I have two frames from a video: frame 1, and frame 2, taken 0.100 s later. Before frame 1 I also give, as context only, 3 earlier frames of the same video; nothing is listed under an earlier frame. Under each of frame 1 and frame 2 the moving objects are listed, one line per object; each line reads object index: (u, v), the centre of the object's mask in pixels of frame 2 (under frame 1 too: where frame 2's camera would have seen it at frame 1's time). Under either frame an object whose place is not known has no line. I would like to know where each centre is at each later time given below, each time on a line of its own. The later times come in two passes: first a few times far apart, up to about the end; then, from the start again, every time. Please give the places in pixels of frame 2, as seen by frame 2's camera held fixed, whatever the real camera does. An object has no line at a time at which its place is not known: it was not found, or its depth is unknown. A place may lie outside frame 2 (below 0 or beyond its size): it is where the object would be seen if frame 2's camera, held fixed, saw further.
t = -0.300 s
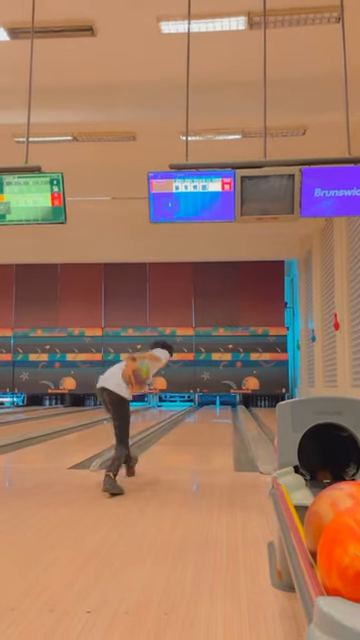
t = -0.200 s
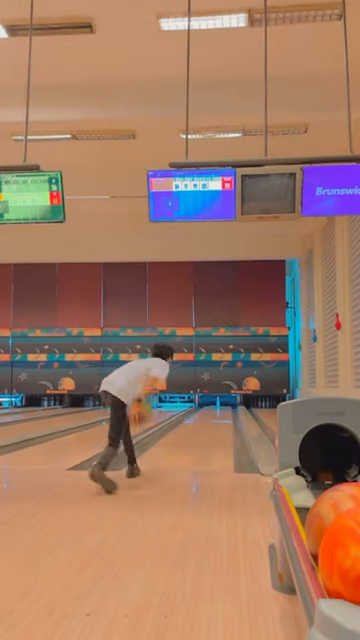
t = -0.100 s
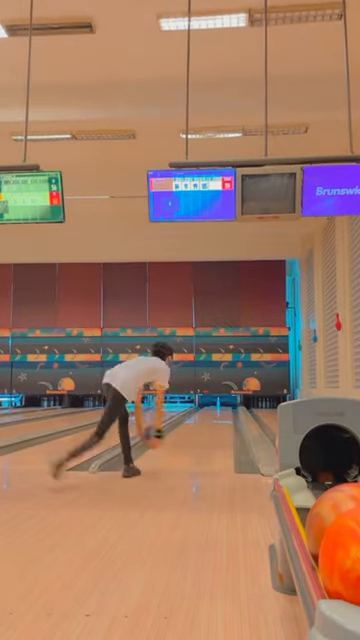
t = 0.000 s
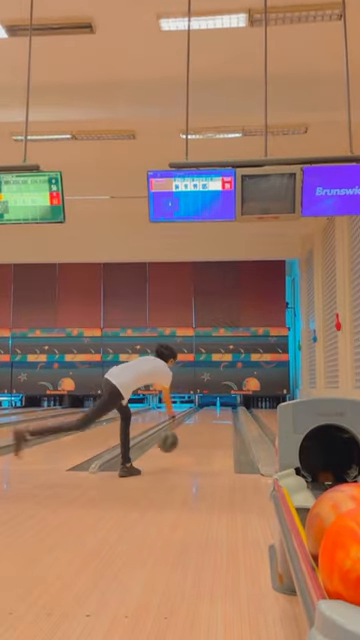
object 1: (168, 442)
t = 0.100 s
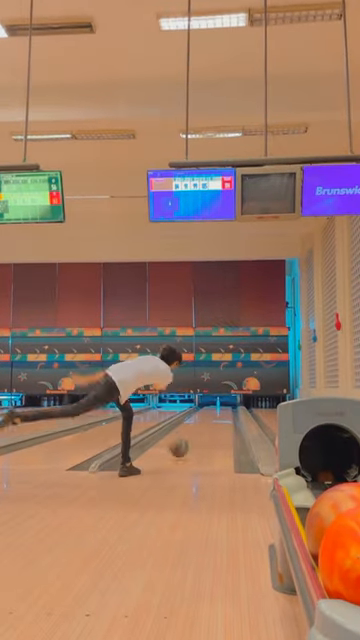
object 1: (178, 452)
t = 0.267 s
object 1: (193, 440)
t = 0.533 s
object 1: (210, 431)
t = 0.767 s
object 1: (219, 425)
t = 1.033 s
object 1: (226, 421)
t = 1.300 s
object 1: (229, 416)
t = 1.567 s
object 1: (229, 414)
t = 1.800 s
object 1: (228, 411)
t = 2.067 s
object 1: (226, 409)
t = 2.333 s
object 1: (223, 406)
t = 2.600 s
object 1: (223, 406)
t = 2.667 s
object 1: (222, 405)
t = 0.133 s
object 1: (182, 447)
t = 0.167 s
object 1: (186, 445)
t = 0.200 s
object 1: (188, 442)
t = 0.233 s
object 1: (191, 443)
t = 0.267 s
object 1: (193, 440)
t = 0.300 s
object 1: (196, 439)
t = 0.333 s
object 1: (198, 438)
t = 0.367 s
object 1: (200, 437)
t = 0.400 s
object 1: (202, 436)
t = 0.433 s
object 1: (205, 435)
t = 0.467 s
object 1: (207, 434)
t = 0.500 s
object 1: (208, 433)
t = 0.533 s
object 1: (210, 431)
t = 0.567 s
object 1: (211, 430)
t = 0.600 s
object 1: (213, 429)
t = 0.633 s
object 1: (214, 428)
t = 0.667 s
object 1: (216, 427)
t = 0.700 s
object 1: (217, 427)
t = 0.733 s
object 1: (218, 426)
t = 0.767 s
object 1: (219, 425)
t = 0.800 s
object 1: (220, 424)
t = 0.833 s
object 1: (221, 424)
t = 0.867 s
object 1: (223, 423)
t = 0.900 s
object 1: (224, 422)
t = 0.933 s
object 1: (224, 422)
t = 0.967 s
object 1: (225, 421)
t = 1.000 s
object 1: (225, 421)
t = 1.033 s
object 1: (226, 421)
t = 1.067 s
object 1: (227, 420)
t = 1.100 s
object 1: (227, 420)
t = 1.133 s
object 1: (228, 419)
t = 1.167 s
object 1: (228, 418)
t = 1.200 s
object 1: (229, 417)
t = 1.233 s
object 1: (229, 416)
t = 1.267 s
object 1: (229, 417)
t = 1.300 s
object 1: (229, 416)
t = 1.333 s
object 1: (229, 416)
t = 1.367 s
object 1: (229, 415)
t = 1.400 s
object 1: (229, 415)
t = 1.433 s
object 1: (229, 415)
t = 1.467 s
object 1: (229, 415)
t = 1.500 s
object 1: (229, 415)
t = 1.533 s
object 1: (229, 415)
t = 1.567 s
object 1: (229, 414)
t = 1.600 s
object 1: (229, 414)
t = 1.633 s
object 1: (228, 413)
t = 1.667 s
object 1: (228, 413)
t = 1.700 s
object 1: (228, 413)
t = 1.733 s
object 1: (228, 412)
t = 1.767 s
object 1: (228, 412)
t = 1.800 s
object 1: (228, 411)
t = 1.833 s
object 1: (228, 411)
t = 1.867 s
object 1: (227, 411)
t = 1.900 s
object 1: (227, 411)
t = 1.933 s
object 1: (227, 410)
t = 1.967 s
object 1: (227, 410)
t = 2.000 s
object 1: (227, 410)
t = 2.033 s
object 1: (226, 410)
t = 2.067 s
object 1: (226, 409)
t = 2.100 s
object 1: (226, 409)
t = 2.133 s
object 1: (225, 408)
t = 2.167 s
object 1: (225, 408)
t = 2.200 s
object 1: (225, 408)
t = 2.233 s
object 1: (224, 407)
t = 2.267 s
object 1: (223, 407)
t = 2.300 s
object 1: (223, 406)
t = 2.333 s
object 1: (223, 406)
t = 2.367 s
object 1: (223, 406)
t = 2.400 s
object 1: (223, 407)
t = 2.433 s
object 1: (223, 407)
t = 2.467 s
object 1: (223, 406)
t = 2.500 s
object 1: (223, 406)
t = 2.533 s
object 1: (223, 406)
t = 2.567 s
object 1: (223, 406)
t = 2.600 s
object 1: (223, 406)
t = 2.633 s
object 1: (223, 406)
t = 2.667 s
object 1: (222, 405)
